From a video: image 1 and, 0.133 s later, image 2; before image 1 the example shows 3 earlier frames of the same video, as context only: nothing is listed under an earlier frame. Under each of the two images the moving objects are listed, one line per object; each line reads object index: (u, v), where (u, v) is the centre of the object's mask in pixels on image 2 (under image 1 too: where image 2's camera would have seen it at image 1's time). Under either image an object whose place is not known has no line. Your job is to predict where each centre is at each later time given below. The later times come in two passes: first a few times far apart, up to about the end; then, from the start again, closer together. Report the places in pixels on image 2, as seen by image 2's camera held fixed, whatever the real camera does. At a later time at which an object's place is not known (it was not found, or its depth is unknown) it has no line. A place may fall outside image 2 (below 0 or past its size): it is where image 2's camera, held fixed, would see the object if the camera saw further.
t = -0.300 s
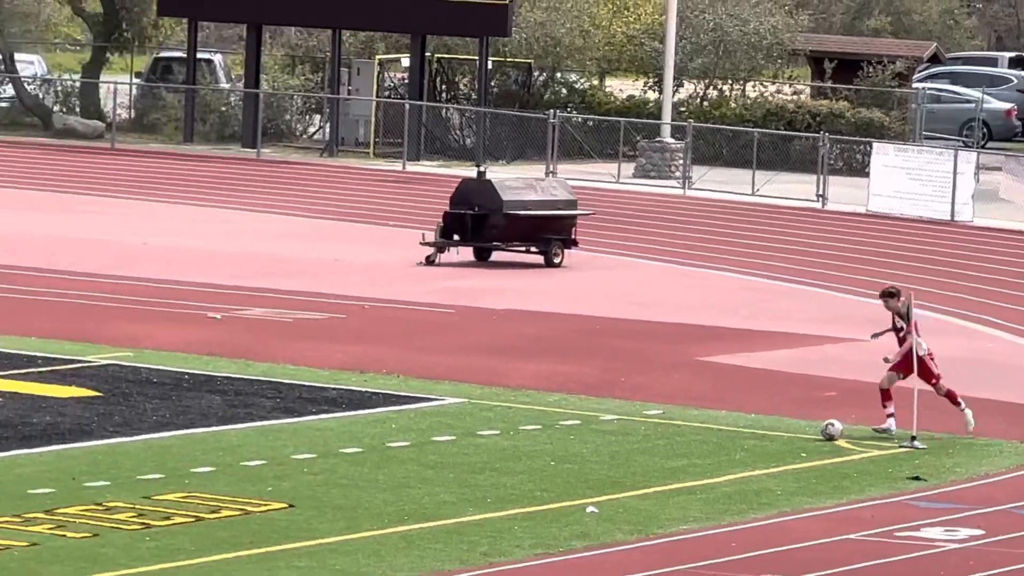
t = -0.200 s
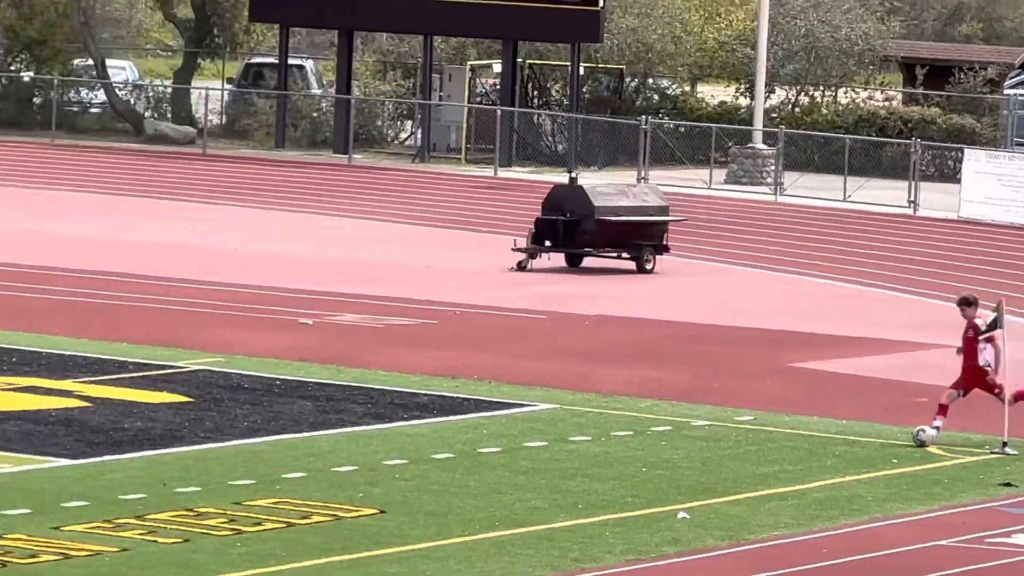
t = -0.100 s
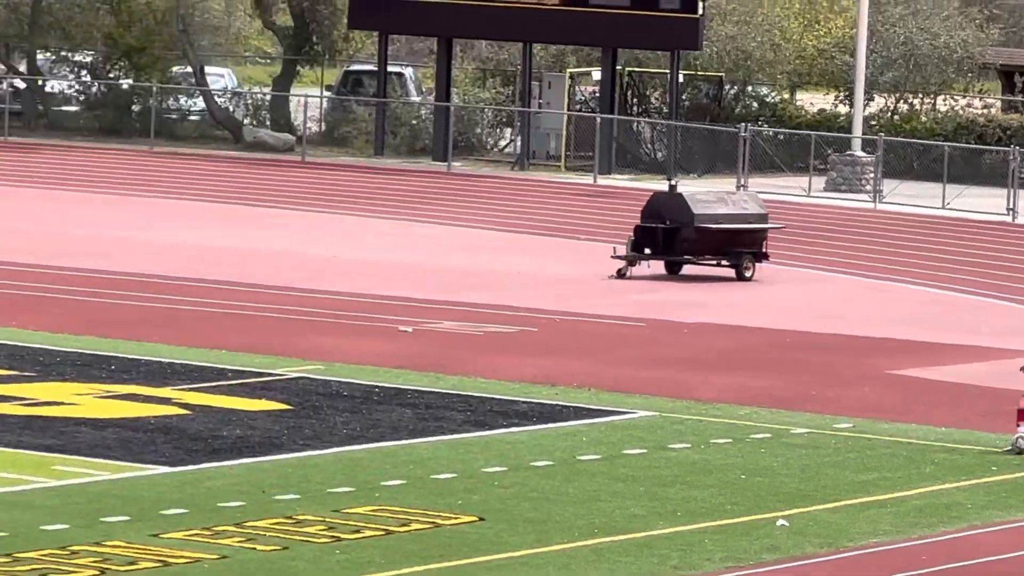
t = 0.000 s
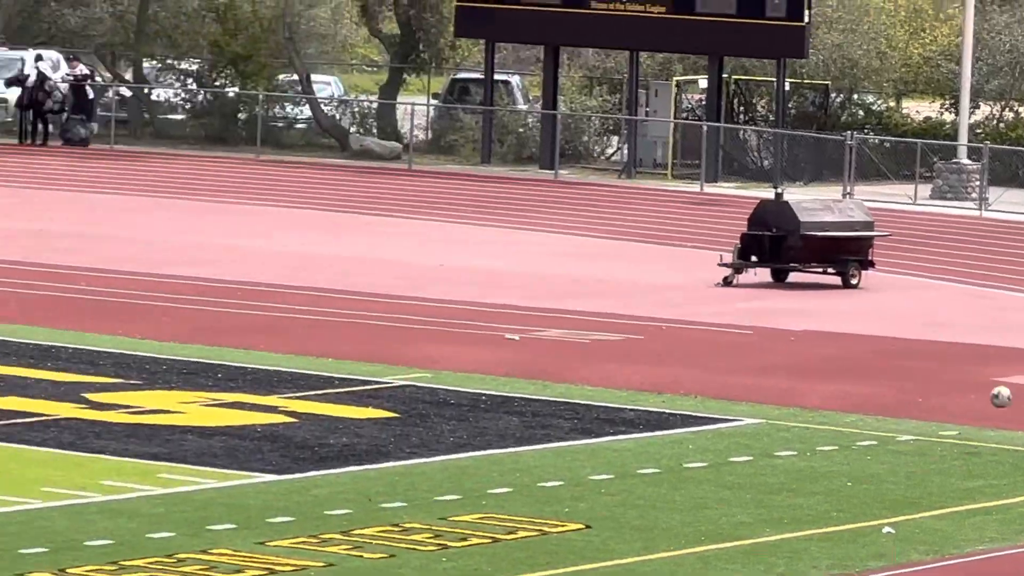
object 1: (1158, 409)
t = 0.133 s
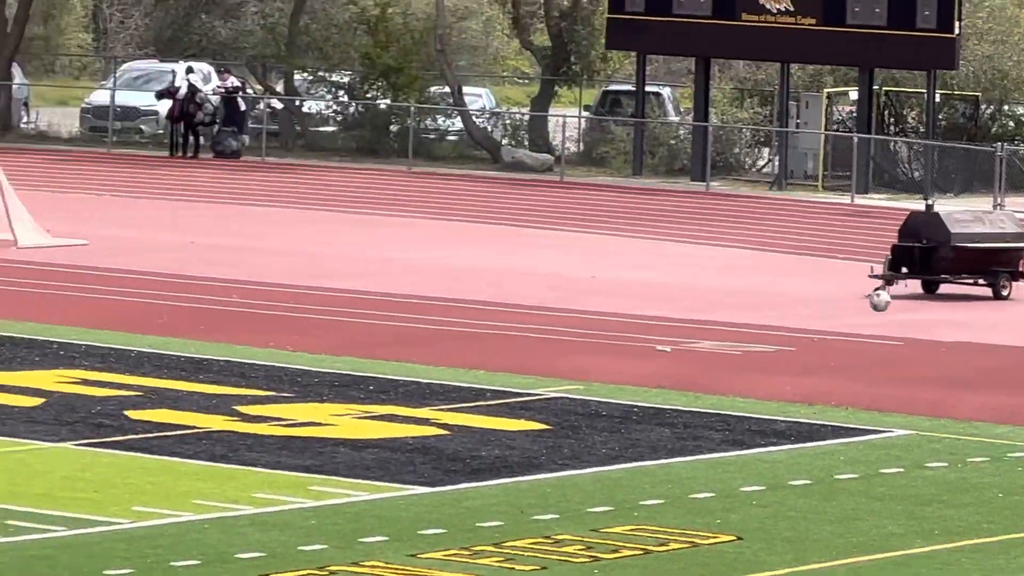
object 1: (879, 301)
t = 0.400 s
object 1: (395, 152)
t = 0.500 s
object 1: (232, 117)
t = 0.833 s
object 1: (-274, 51)
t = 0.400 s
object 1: (395, 152)
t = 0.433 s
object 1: (339, 139)
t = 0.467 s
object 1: (286, 128)
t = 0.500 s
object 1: (232, 117)
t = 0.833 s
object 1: (-274, 51)
